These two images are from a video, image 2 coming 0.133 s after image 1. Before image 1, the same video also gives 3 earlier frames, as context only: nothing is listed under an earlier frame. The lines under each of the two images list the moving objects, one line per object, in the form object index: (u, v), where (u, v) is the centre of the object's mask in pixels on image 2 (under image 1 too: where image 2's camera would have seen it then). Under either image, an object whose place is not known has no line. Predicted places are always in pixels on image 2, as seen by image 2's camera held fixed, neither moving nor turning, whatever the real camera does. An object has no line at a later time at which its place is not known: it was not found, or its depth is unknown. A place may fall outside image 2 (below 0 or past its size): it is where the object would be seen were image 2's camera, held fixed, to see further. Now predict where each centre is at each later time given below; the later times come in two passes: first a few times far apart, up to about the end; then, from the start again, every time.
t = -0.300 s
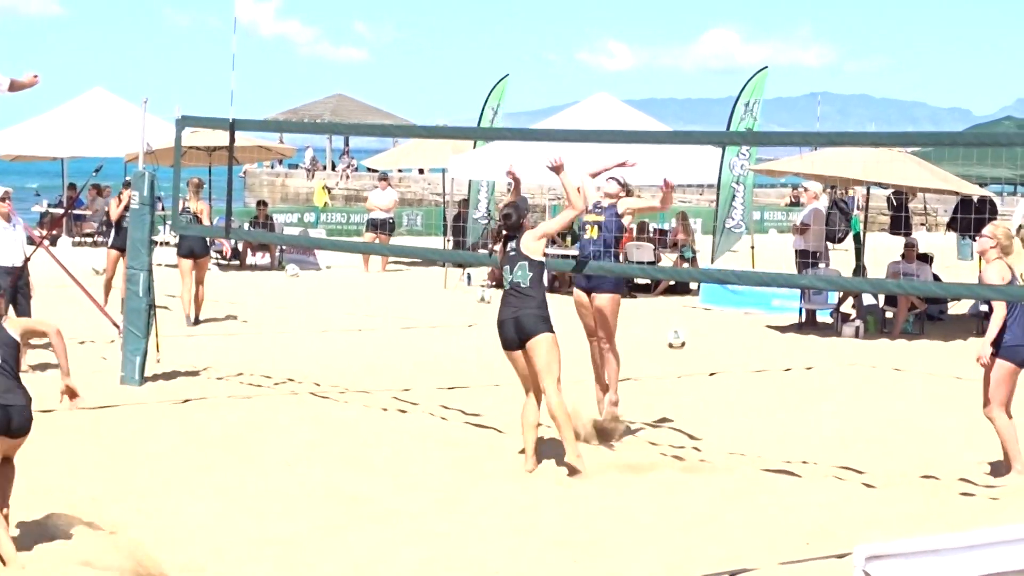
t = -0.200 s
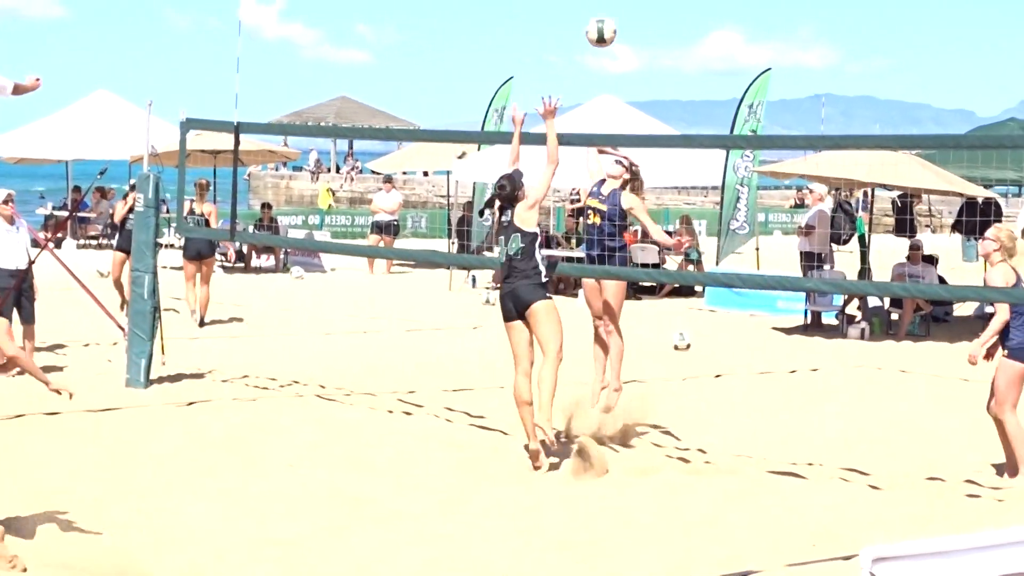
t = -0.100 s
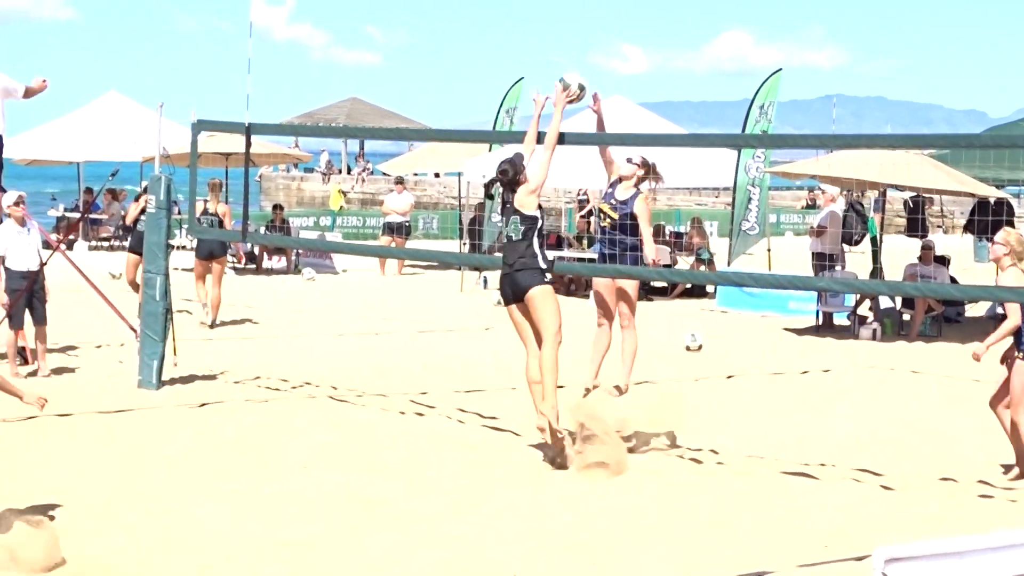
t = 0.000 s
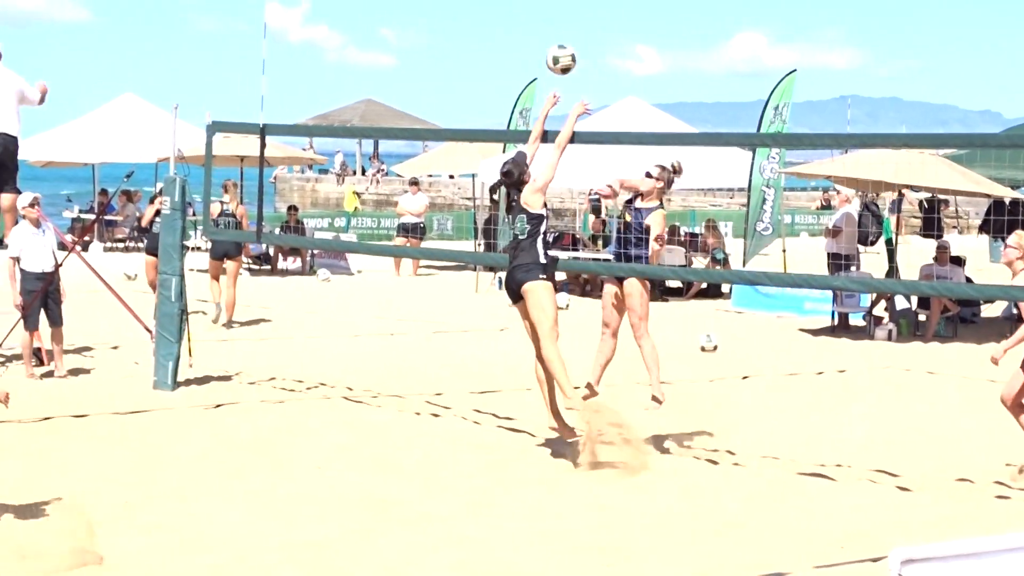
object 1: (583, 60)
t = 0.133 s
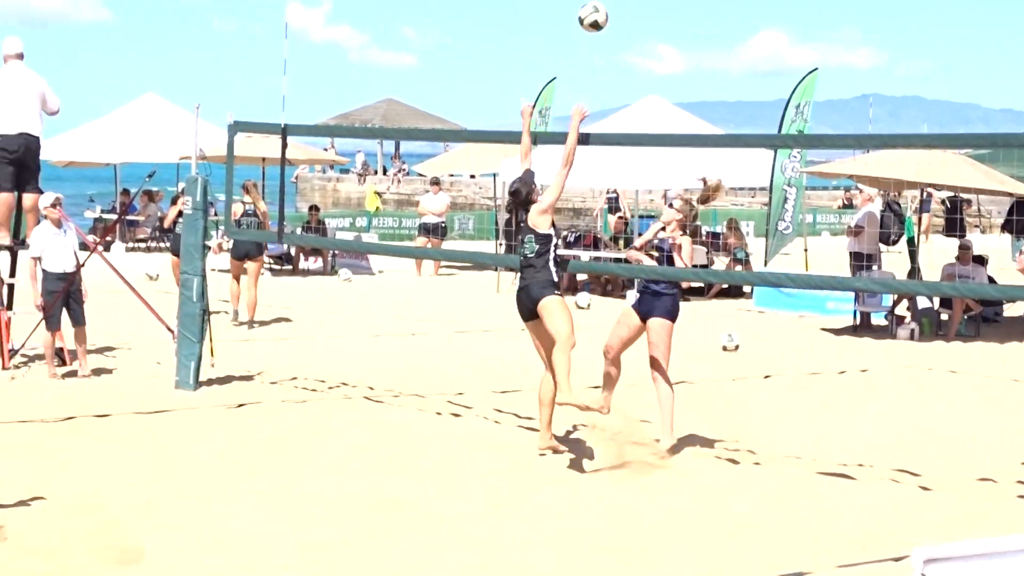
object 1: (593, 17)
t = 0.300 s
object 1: (606, 8)
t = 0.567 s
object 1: (626, 49)
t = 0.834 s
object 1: (646, 191)
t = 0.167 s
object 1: (595, 12)
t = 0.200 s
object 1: (597, 9)
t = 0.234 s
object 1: (600, 8)
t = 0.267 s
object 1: (603, 7)
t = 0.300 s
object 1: (606, 8)
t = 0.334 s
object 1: (609, 8)
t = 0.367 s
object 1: (612, 10)
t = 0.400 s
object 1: (614, 12)
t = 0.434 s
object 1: (617, 15)
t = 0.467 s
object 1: (618, 20)
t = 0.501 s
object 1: (621, 29)
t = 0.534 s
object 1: (624, 39)
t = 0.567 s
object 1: (626, 49)
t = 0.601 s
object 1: (629, 62)
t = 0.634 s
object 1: (631, 77)
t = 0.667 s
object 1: (633, 92)
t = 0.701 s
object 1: (635, 109)
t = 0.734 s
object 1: (639, 125)
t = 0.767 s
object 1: (641, 152)
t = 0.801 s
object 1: (644, 169)
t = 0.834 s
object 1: (646, 191)
